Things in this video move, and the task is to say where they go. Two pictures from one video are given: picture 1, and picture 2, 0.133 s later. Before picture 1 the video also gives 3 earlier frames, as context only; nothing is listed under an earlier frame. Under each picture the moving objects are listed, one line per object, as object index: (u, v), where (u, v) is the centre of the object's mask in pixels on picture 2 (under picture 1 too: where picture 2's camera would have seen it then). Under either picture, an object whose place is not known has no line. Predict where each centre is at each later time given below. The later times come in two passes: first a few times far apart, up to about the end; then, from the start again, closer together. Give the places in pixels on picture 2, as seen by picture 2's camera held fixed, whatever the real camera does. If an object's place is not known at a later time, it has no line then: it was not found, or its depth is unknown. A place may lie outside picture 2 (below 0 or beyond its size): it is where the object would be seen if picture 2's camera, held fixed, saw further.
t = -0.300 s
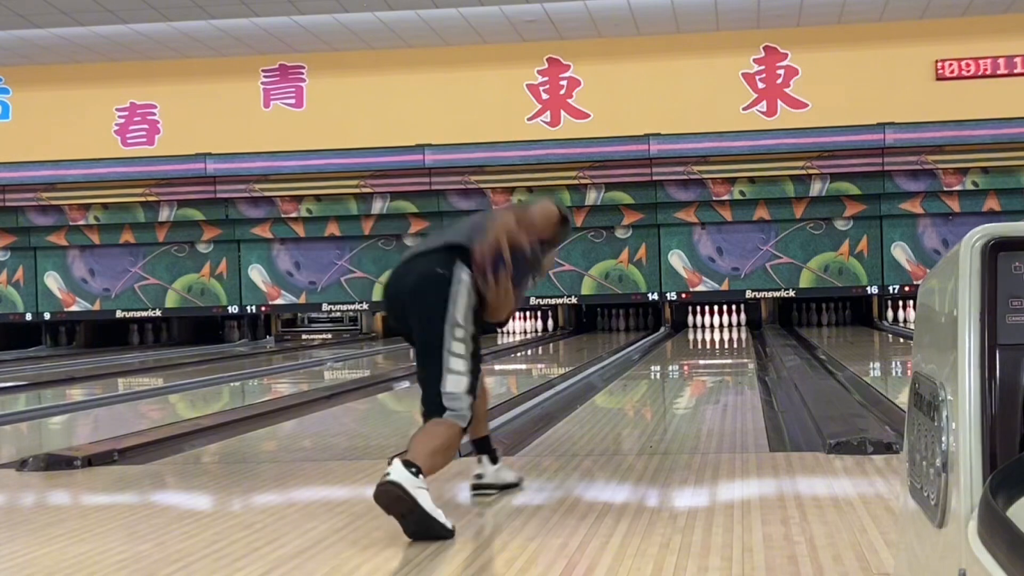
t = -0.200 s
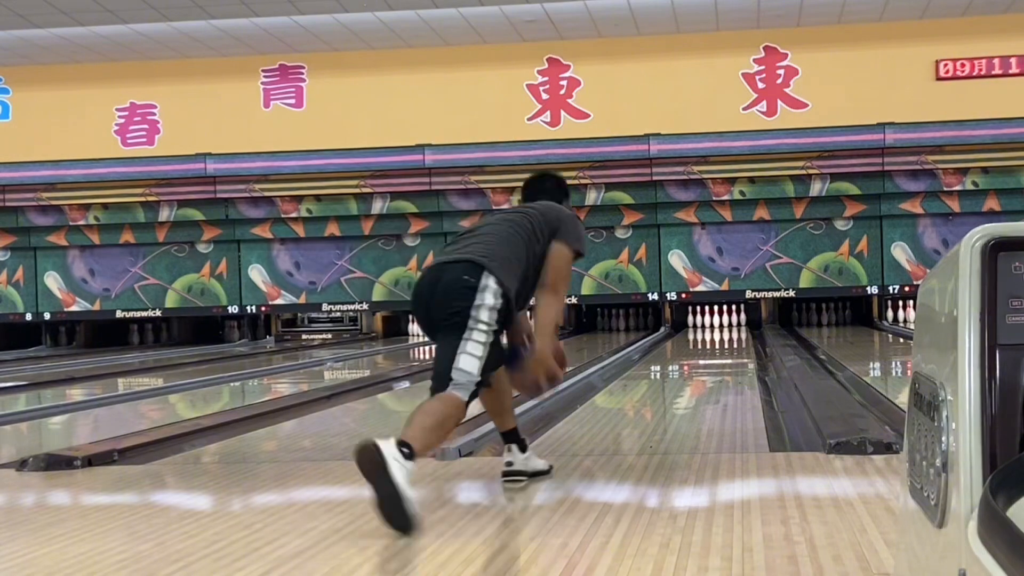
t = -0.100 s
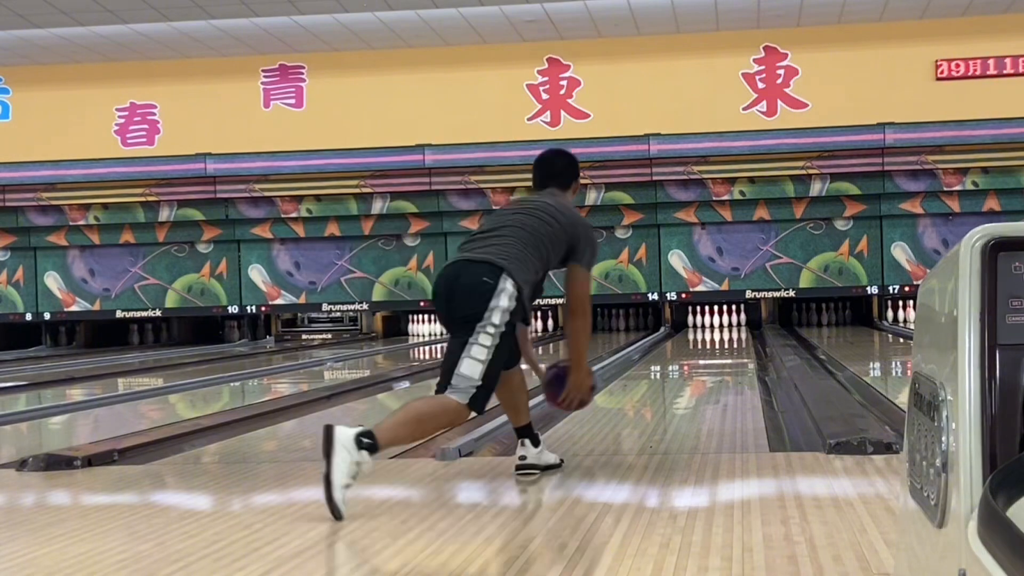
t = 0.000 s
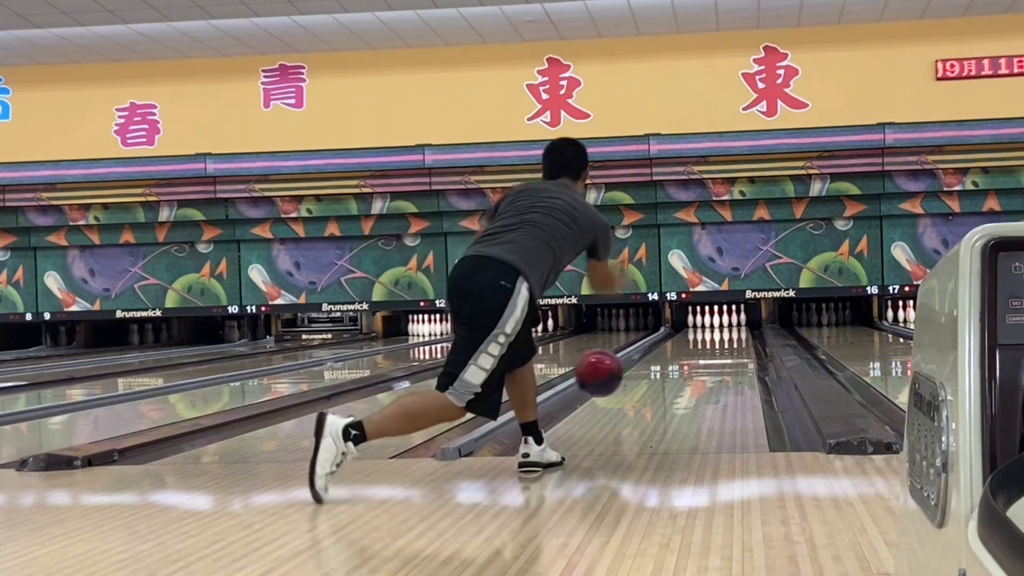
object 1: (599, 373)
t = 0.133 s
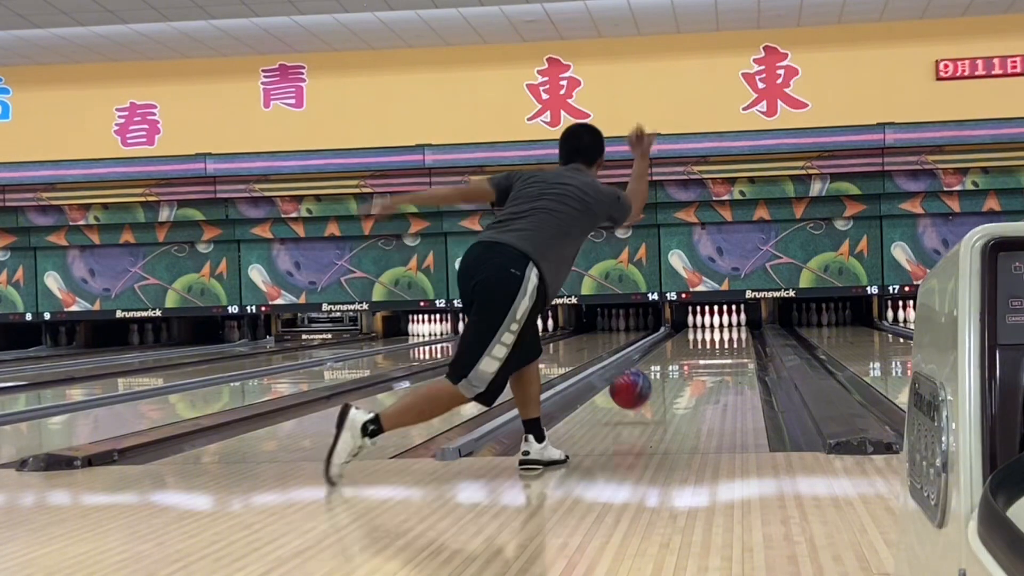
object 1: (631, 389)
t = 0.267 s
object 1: (653, 389)
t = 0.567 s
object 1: (688, 368)
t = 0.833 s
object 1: (706, 355)
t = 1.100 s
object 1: (718, 345)
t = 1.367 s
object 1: (726, 339)
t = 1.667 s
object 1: (731, 333)
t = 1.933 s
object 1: (732, 329)
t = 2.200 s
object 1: (729, 326)
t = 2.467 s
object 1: (725, 324)
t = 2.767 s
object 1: (730, 321)
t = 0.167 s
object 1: (636, 397)
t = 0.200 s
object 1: (642, 394)
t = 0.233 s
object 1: (648, 391)
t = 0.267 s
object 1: (653, 389)
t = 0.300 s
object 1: (658, 387)
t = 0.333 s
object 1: (663, 383)
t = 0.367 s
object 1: (667, 380)
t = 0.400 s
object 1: (671, 377)
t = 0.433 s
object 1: (675, 376)
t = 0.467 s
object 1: (678, 373)
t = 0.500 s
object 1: (682, 372)
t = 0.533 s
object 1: (685, 369)
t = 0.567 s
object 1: (688, 368)
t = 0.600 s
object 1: (690, 365)
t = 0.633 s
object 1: (693, 364)
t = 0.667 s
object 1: (696, 362)
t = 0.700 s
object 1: (698, 361)
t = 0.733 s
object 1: (700, 359)
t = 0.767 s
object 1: (702, 358)
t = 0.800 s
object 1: (704, 356)
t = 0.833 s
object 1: (706, 355)
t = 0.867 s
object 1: (708, 353)
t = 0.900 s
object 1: (709, 352)
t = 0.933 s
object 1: (711, 351)
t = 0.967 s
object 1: (713, 349)
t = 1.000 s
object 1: (714, 348)
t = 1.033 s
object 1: (715, 348)
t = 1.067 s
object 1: (717, 347)
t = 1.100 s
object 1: (718, 345)
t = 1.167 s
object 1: (720, 344)
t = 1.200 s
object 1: (721, 343)
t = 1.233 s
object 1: (722, 342)
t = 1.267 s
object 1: (723, 341)
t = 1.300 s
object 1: (724, 340)
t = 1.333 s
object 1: (725, 340)
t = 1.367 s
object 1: (726, 339)
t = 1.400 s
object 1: (726, 338)
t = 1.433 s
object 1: (727, 337)
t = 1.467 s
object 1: (728, 337)
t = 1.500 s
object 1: (729, 336)
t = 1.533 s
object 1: (730, 335)
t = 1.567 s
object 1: (730, 334)
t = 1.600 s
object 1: (730, 333)
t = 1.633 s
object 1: (730, 333)
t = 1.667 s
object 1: (731, 333)
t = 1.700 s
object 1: (731, 332)
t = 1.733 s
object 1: (731, 332)
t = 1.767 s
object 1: (731, 331)
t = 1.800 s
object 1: (732, 330)
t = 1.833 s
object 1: (731, 330)
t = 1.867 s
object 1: (732, 330)
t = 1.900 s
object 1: (732, 329)
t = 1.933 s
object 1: (732, 329)
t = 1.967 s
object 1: (732, 328)
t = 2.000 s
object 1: (731, 328)
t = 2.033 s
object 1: (731, 328)
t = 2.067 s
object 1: (731, 327)
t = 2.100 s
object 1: (731, 327)
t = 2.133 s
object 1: (730, 327)
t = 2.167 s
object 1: (730, 326)
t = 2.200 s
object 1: (729, 326)
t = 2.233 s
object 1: (728, 325)
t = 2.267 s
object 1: (728, 325)
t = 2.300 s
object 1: (727, 325)
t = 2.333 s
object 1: (727, 325)
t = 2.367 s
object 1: (726, 324)
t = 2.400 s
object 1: (726, 324)
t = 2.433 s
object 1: (726, 324)
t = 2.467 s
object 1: (725, 324)
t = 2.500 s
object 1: (725, 323)
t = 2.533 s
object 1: (725, 323)
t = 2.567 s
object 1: (724, 322)
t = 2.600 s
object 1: (724, 322)
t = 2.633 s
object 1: (725, 322)
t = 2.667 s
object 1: (726, 321)
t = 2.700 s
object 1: (727, 321)
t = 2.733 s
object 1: (729, 321)
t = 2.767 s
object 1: (730, 321)
